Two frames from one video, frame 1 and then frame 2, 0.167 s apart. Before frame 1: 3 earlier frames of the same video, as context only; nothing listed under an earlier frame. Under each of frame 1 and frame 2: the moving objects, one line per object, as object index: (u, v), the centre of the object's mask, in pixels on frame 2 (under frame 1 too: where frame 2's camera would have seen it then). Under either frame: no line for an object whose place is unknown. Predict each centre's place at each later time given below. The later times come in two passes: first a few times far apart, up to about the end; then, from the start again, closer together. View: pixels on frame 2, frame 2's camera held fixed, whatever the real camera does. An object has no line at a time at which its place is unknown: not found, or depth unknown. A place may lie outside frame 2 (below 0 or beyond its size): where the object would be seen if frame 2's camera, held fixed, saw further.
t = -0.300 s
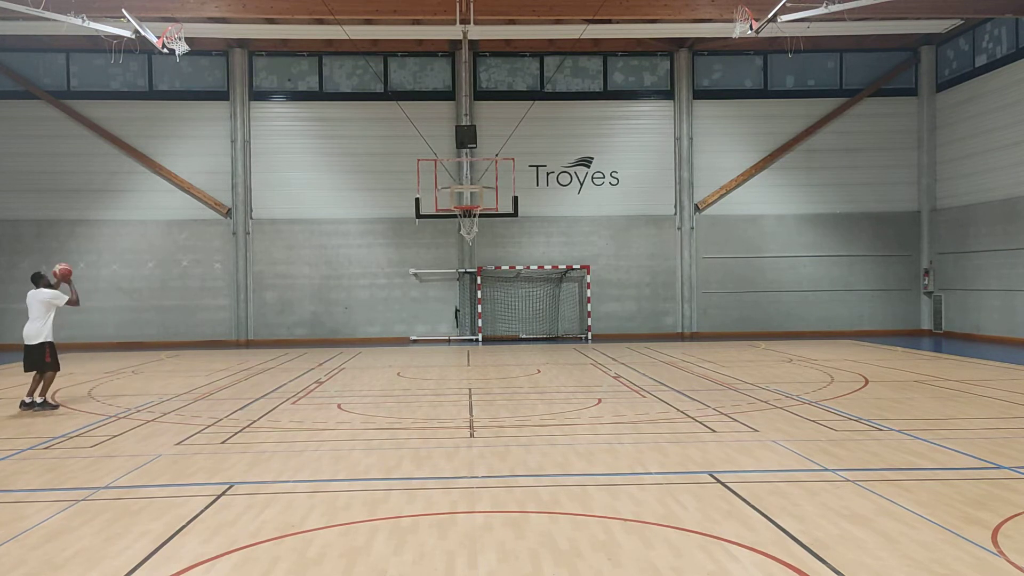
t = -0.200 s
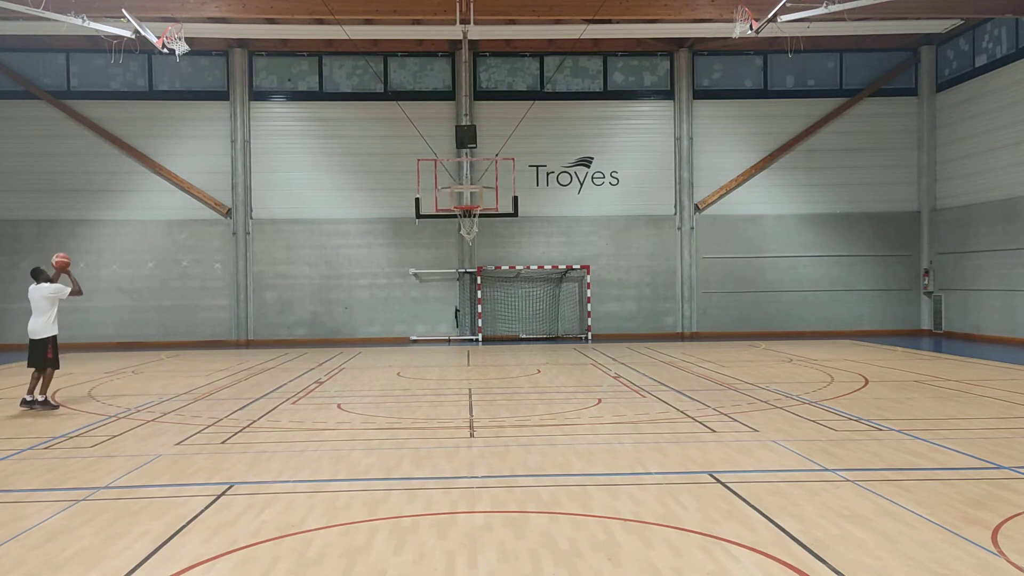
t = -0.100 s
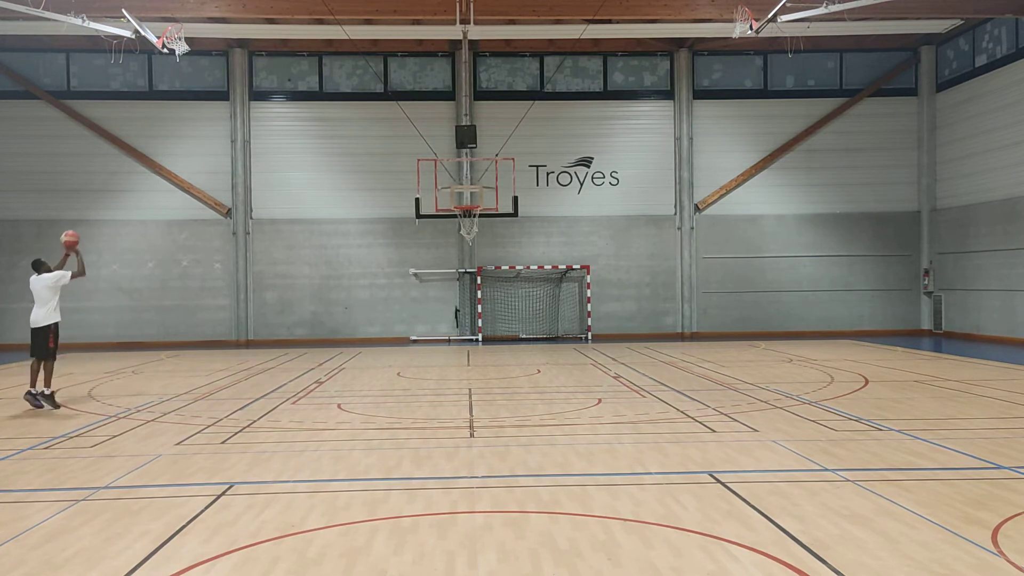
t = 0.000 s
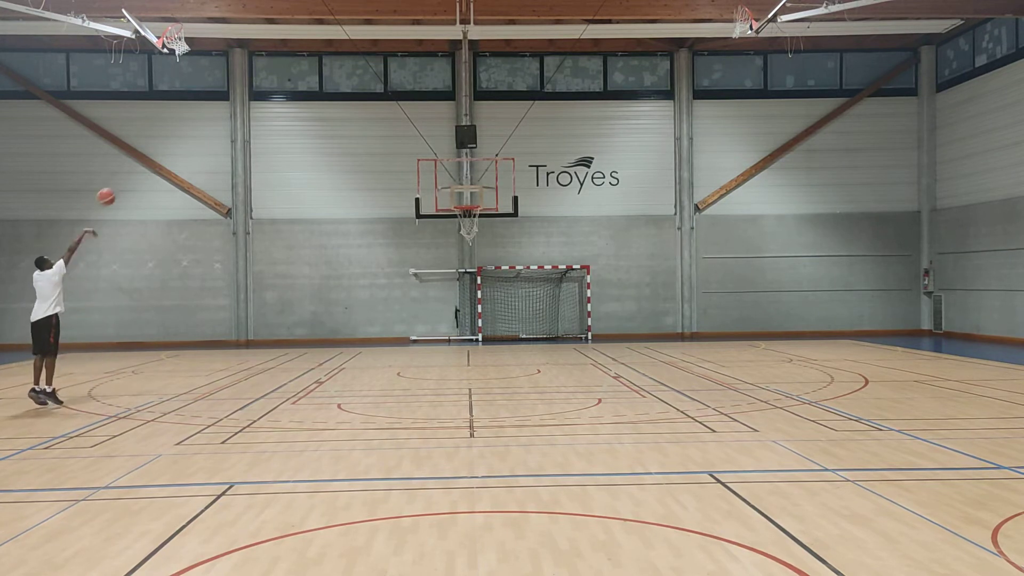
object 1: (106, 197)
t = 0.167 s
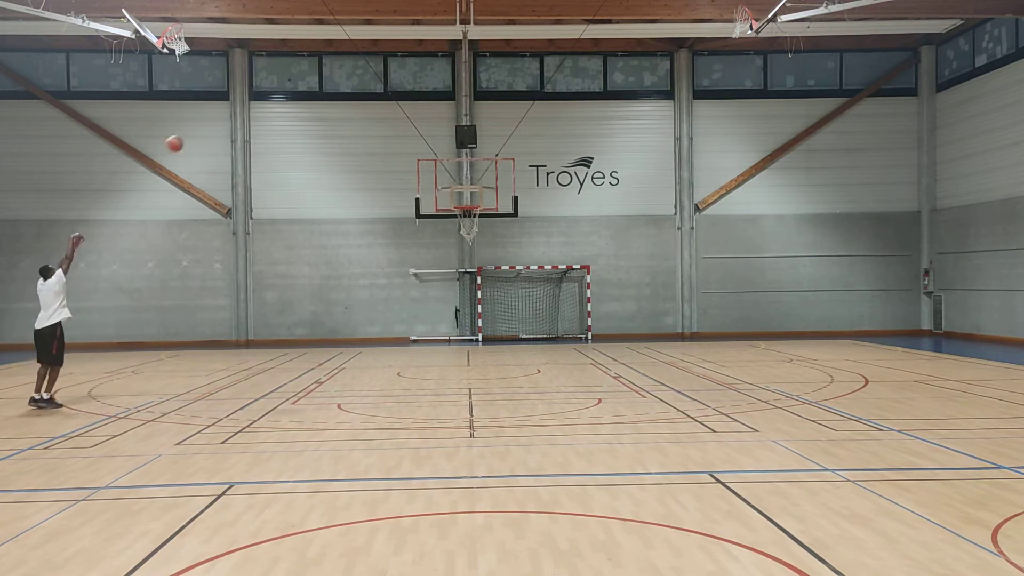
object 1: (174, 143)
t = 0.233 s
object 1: (200, 129)
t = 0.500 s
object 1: (293, 101)
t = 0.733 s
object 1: (366, 112)
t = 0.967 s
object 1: (429, 152)
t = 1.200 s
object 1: (468, 196)
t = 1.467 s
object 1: (419, 172)
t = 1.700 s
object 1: (376, 183)
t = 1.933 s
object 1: (333, 223)
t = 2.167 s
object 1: (292, 293)
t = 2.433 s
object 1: (252, 349)
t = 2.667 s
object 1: (229, 292)
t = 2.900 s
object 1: (207, 265)
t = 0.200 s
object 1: (187, 136)
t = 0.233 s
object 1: (200, 129)
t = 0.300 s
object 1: (224, 117)
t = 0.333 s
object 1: (236, 112)
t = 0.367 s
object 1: (248, 108)
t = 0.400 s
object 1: (259, 105)
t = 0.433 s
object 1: (271, 103)
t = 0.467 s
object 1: (282, 101)
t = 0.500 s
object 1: (293, 101)
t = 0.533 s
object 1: (304, 100)
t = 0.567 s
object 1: (314, 101)
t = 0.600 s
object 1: (325, 101)
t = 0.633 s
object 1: (335, 104)
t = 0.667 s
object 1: (345, 106)
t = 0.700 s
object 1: (355, 109)
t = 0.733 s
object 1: (366, 112)
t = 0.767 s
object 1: (375, 116)
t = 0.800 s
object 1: (384, 121)
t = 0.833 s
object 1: (393, 126)
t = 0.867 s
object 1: (403, 132)
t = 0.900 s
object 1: (412, 139)
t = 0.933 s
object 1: (420, 145)
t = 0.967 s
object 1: (429, 152)
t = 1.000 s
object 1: (437, 160)
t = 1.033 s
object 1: (446, 167)
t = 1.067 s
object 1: (455, 177)
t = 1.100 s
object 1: (463, 186)
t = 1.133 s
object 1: (470, 197)
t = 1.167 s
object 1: (474, 201)
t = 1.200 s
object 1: (468, 196)
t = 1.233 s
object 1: (462, 190)
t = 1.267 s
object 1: (455, 186)
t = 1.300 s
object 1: (448, 182)
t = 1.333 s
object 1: (442, 179)
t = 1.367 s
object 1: (437, 176)
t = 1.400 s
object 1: (430, 174)
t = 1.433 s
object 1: (425, 173)
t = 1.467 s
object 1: (419, 172)
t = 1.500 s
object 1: (413, 172)
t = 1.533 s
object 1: (407, 172)
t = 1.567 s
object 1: (400, 173)
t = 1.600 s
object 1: (394, 175)
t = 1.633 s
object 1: (388, 177)
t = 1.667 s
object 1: (382, 179)
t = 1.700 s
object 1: (376, 183)
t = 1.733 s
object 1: (369, 186)
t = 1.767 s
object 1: (363, 191)
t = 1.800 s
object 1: (357, 197)
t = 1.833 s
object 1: (352, 202)
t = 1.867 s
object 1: (346, 209)
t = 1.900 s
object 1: (339, 216)
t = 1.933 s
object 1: (333, 223)
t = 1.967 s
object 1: (327, 232)
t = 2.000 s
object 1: (321, 240)
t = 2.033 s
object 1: (315, 250)
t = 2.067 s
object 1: (310, 260)
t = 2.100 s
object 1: (304, 270)
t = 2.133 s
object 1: (298, 282)
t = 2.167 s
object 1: (292, 293)
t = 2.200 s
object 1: (286, 306)
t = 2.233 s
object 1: (280, 319)
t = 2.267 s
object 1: (275, 333)
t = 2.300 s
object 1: (269, 348)
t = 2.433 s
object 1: (252, 349)
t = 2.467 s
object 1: (249, 340)
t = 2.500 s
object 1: (246, 330)
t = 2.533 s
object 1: (243, 321)
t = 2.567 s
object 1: (239, 313)
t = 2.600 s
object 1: (236, 305)
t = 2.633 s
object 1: (233, 298)
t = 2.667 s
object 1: (229, 292)
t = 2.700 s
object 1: (226, 286)
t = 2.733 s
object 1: (223, 281)
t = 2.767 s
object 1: (220, 277)
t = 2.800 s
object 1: (216, 273)
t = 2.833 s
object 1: (213, 270)
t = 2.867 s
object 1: (210, 267)
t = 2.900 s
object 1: (207, 265)
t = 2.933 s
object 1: (204, 264)
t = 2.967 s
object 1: (201, 263)
